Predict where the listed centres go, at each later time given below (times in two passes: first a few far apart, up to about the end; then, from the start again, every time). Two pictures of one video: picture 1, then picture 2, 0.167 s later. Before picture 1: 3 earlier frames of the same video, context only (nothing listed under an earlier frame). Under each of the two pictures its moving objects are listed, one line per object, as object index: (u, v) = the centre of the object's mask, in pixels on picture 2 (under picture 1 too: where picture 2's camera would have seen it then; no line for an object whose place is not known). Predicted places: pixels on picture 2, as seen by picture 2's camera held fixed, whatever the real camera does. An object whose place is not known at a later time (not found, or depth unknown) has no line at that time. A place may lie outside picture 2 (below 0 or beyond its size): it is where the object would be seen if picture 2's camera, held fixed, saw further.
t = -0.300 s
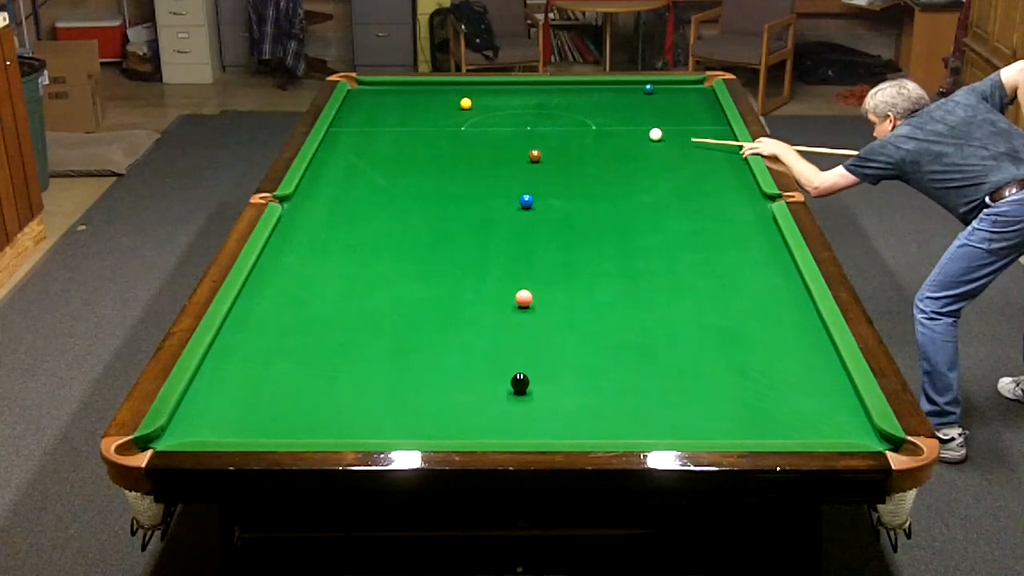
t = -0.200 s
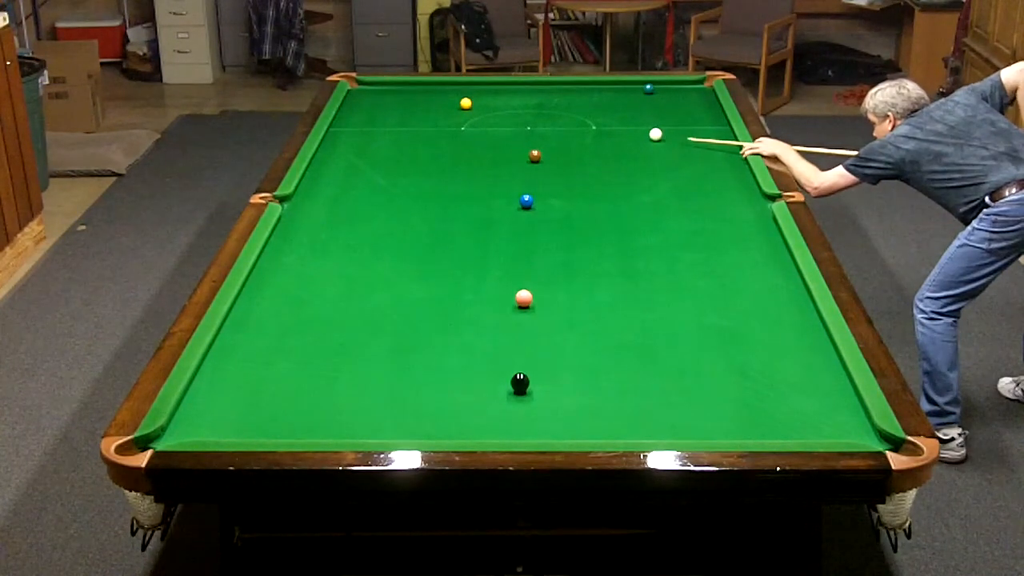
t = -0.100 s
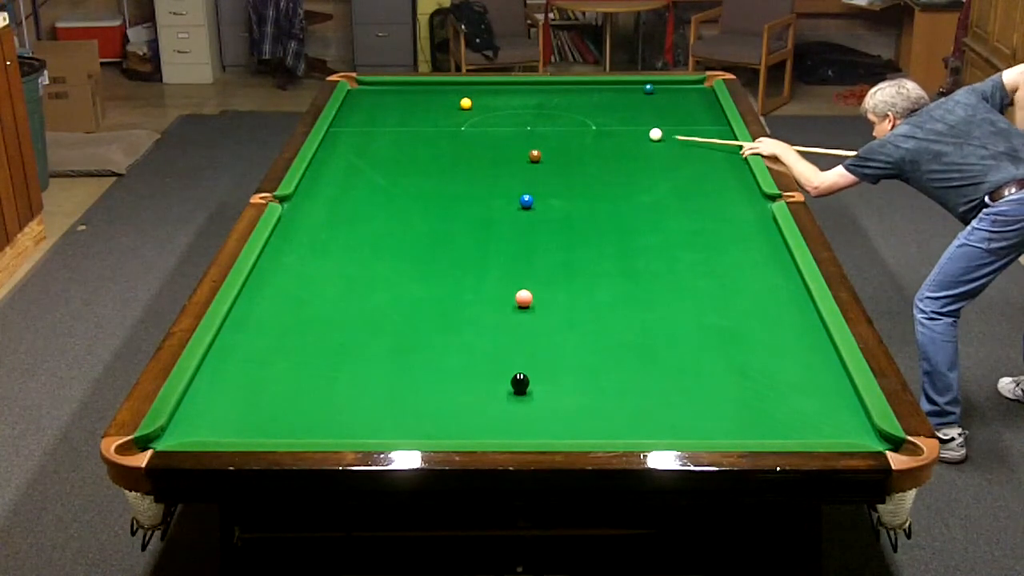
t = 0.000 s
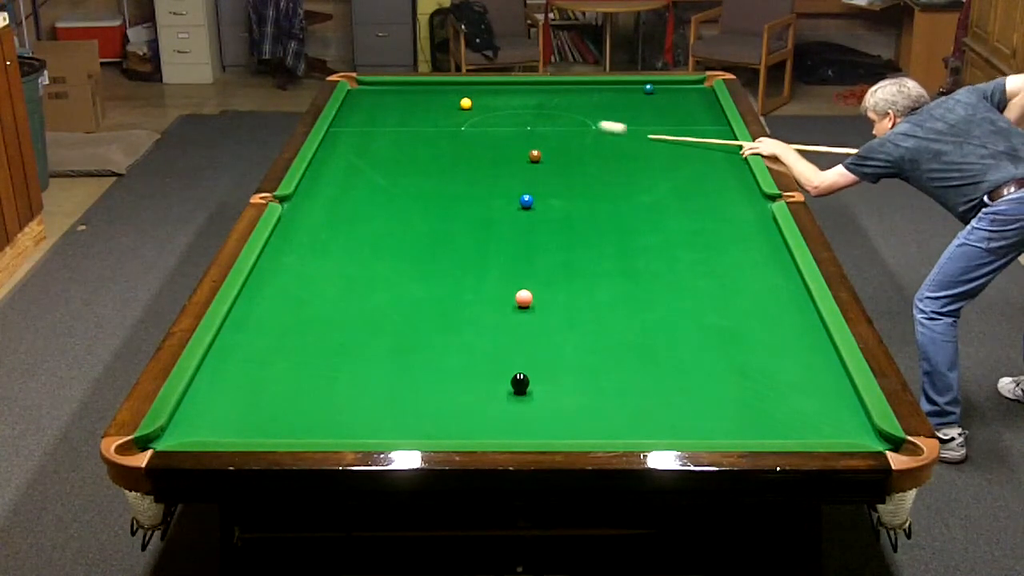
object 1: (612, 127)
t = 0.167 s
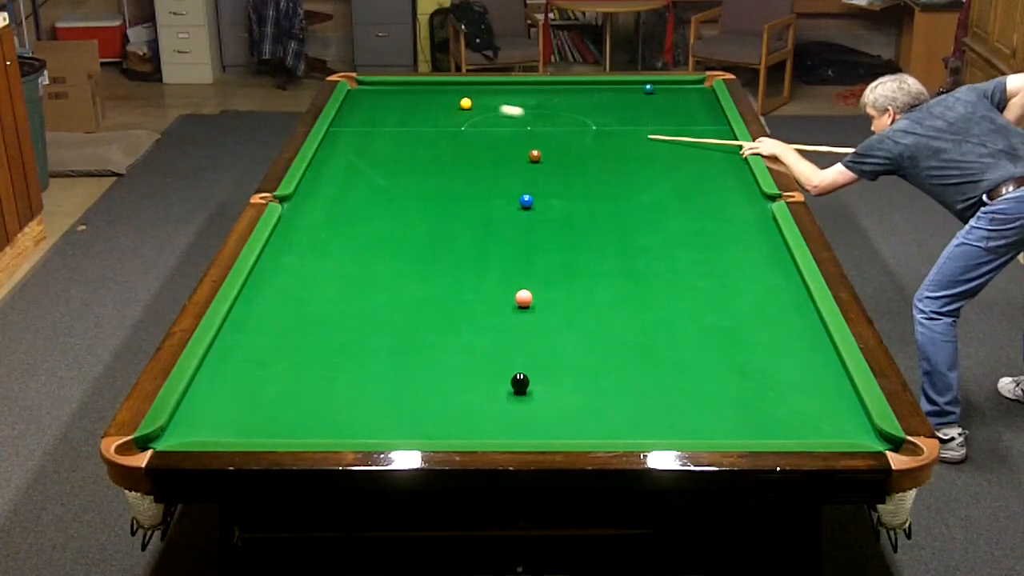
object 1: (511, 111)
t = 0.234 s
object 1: (479, 106)
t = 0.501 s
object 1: (467, 107)
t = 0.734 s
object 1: (462, 109)
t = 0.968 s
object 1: (457, 110)
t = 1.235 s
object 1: (453, 111)
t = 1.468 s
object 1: (450, 112)
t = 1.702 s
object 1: (447, 113)
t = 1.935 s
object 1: (446, 113)
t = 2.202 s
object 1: (445, 113)
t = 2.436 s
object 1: (445, 113)
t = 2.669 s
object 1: (445, 113)
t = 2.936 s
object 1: (445, 113)
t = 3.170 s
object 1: (445, 113)
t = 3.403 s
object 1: (445, 113)
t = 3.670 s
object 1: (445, 113)
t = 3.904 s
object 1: (445, 113)
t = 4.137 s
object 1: (445, 113)
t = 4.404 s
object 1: (445, 113)
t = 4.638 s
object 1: (445, 113)
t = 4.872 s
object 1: (445, 113)
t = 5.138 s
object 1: (445, 113)
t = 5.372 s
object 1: (445, 113)
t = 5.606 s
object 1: (445, 113)
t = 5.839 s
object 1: (445, 113)
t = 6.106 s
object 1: (445, 113)
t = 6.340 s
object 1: (445, 113)
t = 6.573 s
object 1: (445, 113)
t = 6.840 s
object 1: (445, 113)
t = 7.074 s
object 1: (445, 113)
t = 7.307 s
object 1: (445, 113)
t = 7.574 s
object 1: (445, 113)
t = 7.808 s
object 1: (445, 113)
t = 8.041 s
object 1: (445, 113)
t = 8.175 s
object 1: (445, 113)
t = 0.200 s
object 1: (494, 108)
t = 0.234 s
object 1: (479, 106)
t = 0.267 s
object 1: (473, 106)
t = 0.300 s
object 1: (472, 106)
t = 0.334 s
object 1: (471, 106)
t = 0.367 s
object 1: (470, 106)
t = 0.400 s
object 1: (469, 107)
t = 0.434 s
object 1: (468, 107)
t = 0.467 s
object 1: (468, 107)
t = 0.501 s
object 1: (467, 107)
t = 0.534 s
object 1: (466, 108)
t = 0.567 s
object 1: (465, 108)
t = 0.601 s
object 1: (465, 108)
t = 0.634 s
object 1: (464, 109)
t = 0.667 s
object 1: (463, 109)
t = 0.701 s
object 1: (462, 109)
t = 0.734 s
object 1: (462, 109)
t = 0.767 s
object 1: (461, 109)
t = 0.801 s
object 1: (460, 109)
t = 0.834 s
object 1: (460, 110)
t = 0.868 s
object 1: (459, 110)
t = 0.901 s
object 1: (458, 110)
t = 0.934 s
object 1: (457, 110)
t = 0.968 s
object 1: (457, 110)
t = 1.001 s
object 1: (456, 111)
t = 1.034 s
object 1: (456, 111)
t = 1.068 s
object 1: (456, 111)
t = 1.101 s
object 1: (455, 111)
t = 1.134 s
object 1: (454, 111)
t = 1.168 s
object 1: (454, 111)
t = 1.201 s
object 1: (453, 111)
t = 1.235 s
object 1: (453, 111)
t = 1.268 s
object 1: (452, 111)
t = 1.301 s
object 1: (452, 112)
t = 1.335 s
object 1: (452, 112)
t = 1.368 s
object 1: (451, 112)
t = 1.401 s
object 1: (451, 112)
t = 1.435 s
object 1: (450, 112)
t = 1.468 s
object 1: (450, 112)
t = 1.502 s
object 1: (449, 112)
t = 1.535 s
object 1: (449, 112)
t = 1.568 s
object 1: (449, 112)
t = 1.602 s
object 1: (448, 113)
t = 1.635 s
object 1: (448, 113)
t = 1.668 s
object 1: (448, 113)
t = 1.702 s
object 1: (447, 113)
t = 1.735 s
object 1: (447, 113)
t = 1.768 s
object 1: (447, 113)
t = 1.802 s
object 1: (446, 113)
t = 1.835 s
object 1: (446, 113)
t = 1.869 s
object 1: (446, 113)
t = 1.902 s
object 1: (446, 113)
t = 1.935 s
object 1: (446, 113)
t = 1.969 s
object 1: (446, 113)
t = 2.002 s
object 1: (445, 113)
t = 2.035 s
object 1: (445, 113)
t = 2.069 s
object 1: (445, 113)
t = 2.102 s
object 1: (445, 113)
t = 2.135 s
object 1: (445, 113)
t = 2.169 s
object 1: (445, 113)
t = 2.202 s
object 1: (445, 113)
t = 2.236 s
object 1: (445, 113)
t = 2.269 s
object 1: (445, 113)
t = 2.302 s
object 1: (445, 113)
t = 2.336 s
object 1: (445, 113)
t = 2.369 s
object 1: (445, 113)
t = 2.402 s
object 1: (445, 113)
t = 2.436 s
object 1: (445, 113)
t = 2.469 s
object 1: (445, 113)
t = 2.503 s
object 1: (445, 113)
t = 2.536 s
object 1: (445, 113)
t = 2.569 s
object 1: (445, 113)
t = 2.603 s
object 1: (445, 113)
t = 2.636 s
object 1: (445, 113)
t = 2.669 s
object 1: (445, 113)
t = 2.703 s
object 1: (445, 113)
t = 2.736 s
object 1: (445, 113)
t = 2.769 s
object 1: (445, 113)
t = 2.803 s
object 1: (445, 113)
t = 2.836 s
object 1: (445, 113)
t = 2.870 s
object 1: (445, 113)
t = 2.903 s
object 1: (445, 113)
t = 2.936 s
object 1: (445, 113)
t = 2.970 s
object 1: (445, 113)
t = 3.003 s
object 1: (445, 113)
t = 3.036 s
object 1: (444, 113)
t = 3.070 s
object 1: (445, 113)
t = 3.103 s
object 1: (444, 113)
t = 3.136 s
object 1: (444, 113)
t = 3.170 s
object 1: (445, 113)
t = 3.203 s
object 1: (445, 113)
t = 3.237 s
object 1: (445, 113)
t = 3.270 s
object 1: (445, 113)
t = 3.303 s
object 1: (445, 113)
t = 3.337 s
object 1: (445, 113)
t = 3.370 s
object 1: (445, 113)
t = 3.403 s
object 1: (445, 113)
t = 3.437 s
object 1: (445, 113)
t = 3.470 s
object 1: (445, 113)
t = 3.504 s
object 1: (445, 113)
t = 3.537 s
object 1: (445, 113)
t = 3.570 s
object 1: (445, 113)
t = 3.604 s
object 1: (445, 113)
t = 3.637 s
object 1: (445, 113)
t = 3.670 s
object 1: (445, 113)
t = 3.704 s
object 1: (445, 113)
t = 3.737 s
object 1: (445, 113)
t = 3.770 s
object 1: (445, 113)
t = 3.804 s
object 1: (445, 113)
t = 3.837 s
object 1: (445, 113)
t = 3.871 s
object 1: (445, 113)
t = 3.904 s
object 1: (445, 113)
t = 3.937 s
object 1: (445, 113)
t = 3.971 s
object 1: (445, 113)
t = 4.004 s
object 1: (445, 113)
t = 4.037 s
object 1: (445, 113)
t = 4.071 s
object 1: (445, 113)
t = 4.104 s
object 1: (445, 113)
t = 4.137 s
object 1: (445, 113)
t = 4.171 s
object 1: (445, 113)
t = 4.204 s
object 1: (445, 113)
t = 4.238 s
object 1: (445, 113)
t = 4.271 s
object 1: (445, 113)
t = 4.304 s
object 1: (445, 113)
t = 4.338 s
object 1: (445, 113)
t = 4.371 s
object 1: (445, 113)
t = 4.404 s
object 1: (445, 113)
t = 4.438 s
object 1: (445, 113)
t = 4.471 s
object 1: (445, 113)
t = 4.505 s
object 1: (445, 113)
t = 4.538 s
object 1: (445, 113)
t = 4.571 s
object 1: (445, 113)
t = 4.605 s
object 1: (445, 113)
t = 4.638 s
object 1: (445, 113)
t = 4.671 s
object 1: (445, 113)
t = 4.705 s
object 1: (445, 113)
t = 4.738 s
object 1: (445, 113)
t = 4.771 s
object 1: (445, 113)
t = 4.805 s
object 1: (445, 113)
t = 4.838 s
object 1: (445, 113)
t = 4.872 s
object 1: (445, 113)
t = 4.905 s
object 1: (445, 113)
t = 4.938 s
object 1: (445, 113)
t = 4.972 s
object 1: (445, 113)
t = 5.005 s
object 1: (445, 113)
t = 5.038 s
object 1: (445, 113)
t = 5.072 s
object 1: (445, 113)
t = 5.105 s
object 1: (445, 113)
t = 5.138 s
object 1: (445, 113)
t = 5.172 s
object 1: (445, 113)
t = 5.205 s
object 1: (445, 113)
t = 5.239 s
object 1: (445, 113)
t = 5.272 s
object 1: (445, 113)
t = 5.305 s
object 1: (445, 113)
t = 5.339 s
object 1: (445, 113)
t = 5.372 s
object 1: (445, 113)
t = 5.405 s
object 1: (445, 113)
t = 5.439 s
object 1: (445, 113)
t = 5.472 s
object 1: (445, 113)
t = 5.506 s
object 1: (445, 113)
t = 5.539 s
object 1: (445, 113)
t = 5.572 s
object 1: (445, 113)
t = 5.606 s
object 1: (445, 113)
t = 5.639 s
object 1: (445, 113)
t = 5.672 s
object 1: (445, 113)
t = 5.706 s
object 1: (445, 113)
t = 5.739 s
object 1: (445, 113)
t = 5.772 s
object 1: (445, 113)
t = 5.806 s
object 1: (445, 113)
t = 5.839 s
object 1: (445, 113)
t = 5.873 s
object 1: (445, 113)
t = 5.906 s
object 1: (445, 113)
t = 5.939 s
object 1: (445, 113)
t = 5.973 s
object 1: (445, 113)
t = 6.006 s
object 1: (445, 113)
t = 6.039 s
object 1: (445, 113)
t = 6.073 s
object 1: (445, 113)
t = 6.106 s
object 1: (445, 113)
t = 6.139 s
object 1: (445, 113)
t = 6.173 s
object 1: (445, 113)
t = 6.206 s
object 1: (445, 113)
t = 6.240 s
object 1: (445, 113)
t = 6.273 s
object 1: (445, 113)
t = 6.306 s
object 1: (445, 113)
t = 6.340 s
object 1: (445, 113)
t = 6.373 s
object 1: (445, 113)
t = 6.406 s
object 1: (445, 113)
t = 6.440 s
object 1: (445, 113)
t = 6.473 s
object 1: (445, 113)
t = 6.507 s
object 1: (445, 113)
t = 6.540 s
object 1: (445, 113)
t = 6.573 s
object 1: (445, 113)
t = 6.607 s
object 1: (445, 113)
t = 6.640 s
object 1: (445, 113)
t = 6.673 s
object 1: (445, 113)
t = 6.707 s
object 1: (445, 113)
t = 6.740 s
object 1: (445, 113)
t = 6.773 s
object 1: (445, 113)
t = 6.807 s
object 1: (445, 113)
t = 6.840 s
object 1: (445, 113)
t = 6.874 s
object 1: (445, 113)
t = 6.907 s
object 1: (445, 113)
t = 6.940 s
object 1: (445, 113)
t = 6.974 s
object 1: (445, 113)
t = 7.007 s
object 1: (445, 113)
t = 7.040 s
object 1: (445, 113)
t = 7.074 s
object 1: (445, 113)
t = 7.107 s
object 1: (445, 113)
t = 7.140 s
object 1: (445, 113)
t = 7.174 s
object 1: (445, 113)
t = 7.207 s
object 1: (445, 113)
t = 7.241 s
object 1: (445, 113)
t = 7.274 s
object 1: (445, 113)
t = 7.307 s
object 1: (445, 113)
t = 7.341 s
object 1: (445, 113)
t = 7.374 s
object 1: (445, 113)
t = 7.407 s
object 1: (445, 113)
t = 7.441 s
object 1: (445, 113)
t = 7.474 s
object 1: (445, 113)
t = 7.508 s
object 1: (445, 113)
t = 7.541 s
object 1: (445, 113)
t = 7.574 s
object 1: (445, 113)
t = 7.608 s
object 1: (445, 113)
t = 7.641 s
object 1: (445, 113)
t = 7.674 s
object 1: (445, 113)
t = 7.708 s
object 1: (445, 113)
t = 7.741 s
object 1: (445, 113)
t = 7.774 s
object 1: (445, 113)
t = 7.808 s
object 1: (445, 113)
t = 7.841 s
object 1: (445, 113)
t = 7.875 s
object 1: (445, 113)
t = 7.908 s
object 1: (445, 113)
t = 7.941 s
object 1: (445, 113)
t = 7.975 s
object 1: (445, 113)
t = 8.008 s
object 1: (445, 113)
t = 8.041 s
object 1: (445, 113)
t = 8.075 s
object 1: (445, 113)
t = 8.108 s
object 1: (445, 113)
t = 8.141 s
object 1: (445, 113)
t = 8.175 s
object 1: (445, 113)
